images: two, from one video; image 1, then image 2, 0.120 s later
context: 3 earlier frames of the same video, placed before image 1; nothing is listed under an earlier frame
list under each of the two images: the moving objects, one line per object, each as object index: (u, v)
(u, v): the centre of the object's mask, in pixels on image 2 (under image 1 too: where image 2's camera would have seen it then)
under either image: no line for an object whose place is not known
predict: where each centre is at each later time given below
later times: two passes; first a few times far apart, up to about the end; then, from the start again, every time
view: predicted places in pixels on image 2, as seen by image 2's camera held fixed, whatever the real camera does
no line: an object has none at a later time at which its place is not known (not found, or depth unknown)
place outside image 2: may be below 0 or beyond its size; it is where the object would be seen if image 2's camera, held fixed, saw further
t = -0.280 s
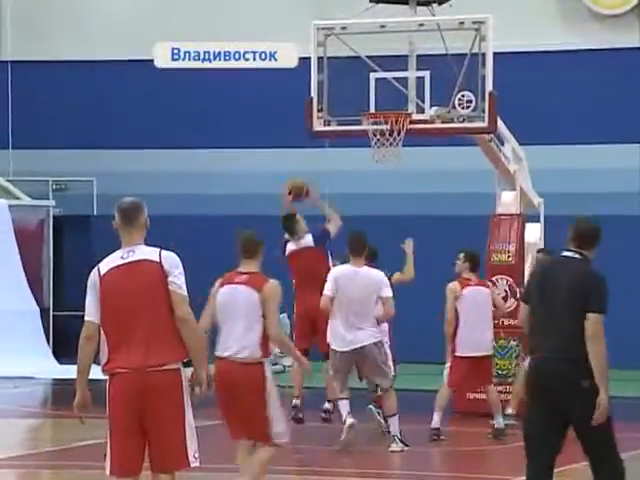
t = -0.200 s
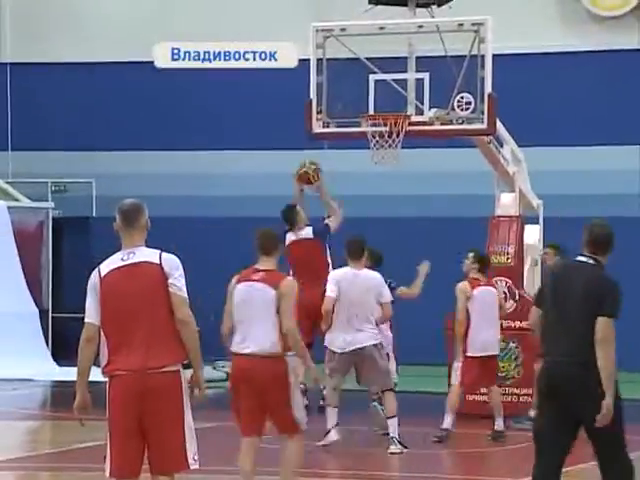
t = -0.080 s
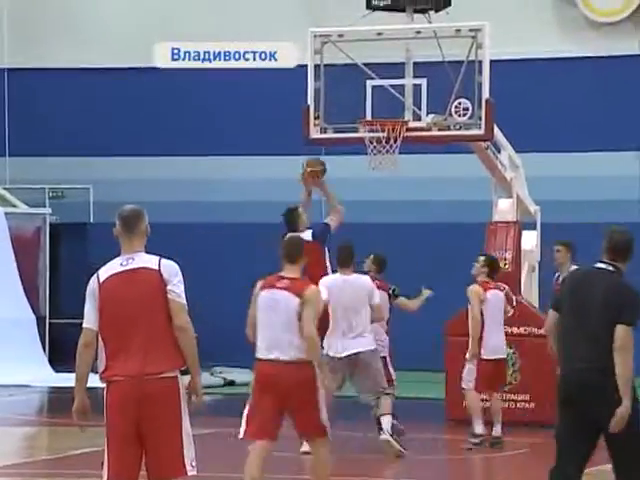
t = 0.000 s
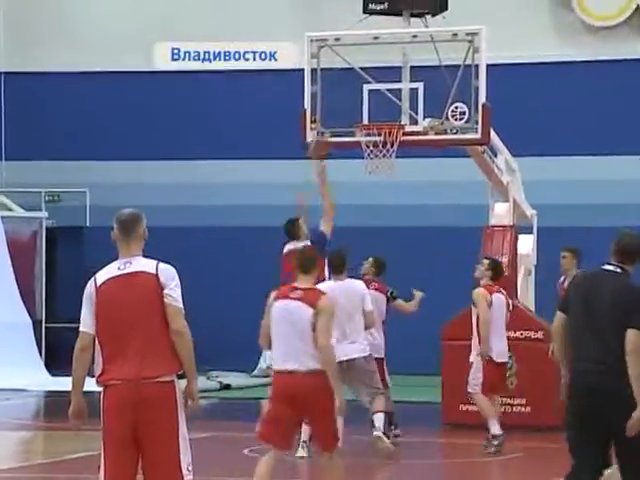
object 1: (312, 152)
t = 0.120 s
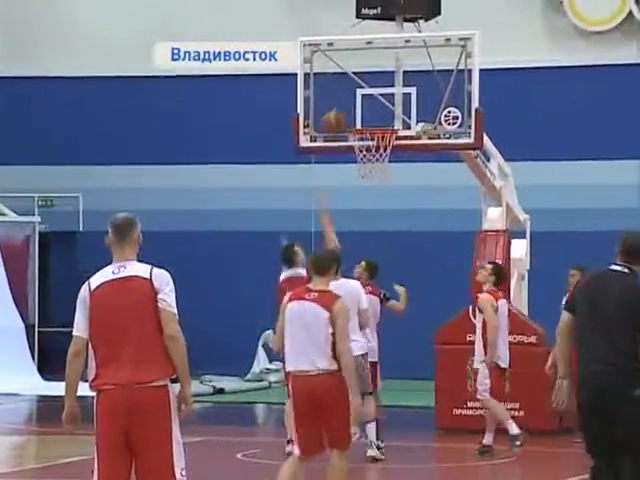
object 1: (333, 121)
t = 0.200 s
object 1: (349, 109)
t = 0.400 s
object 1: (359, 117)
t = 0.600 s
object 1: (369, 158)
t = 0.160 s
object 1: (340, 115)
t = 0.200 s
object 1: (349, 109)
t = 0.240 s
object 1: (352, 107)
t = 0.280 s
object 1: (353, 107)
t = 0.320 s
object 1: (356, 110)
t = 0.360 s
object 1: (358, 112)
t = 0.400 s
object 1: (359, 117)
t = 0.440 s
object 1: (360, 121)
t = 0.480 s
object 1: (362, 130)
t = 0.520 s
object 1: (366, 146)
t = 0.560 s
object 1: (371, 152)
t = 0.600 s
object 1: (369, 158)
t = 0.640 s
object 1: (370, 167)
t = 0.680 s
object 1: (372, 170)
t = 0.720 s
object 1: (373, 174)
